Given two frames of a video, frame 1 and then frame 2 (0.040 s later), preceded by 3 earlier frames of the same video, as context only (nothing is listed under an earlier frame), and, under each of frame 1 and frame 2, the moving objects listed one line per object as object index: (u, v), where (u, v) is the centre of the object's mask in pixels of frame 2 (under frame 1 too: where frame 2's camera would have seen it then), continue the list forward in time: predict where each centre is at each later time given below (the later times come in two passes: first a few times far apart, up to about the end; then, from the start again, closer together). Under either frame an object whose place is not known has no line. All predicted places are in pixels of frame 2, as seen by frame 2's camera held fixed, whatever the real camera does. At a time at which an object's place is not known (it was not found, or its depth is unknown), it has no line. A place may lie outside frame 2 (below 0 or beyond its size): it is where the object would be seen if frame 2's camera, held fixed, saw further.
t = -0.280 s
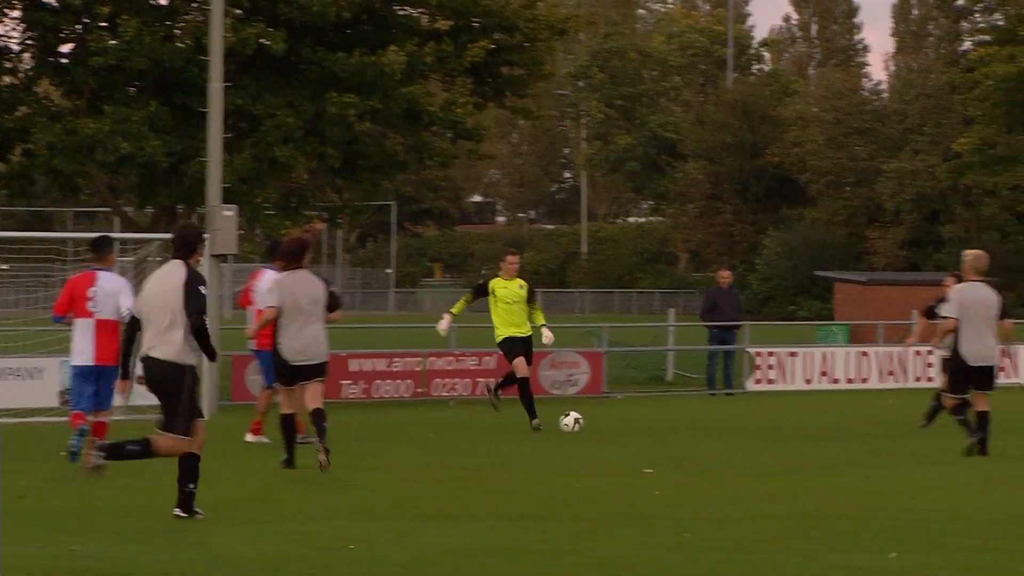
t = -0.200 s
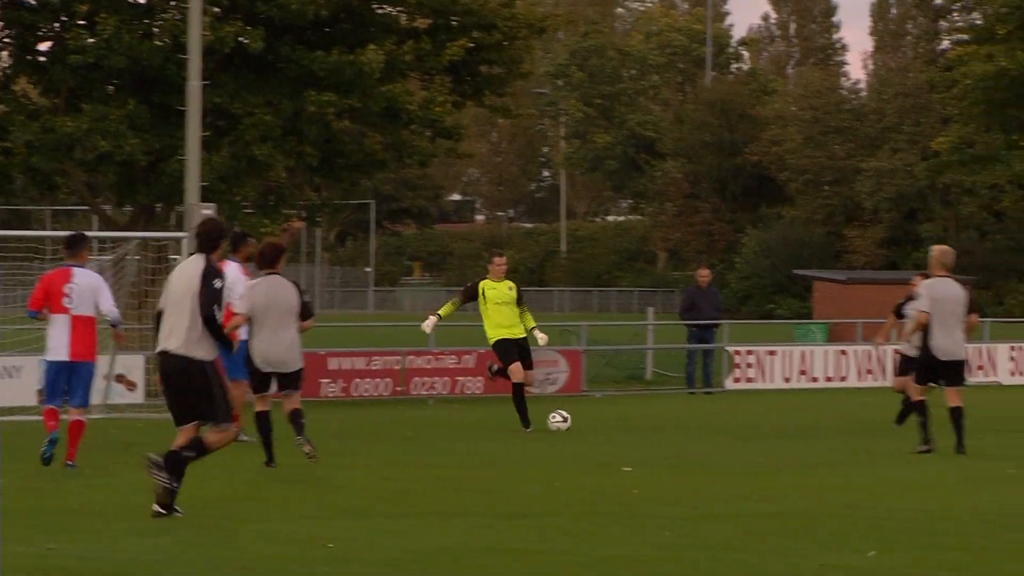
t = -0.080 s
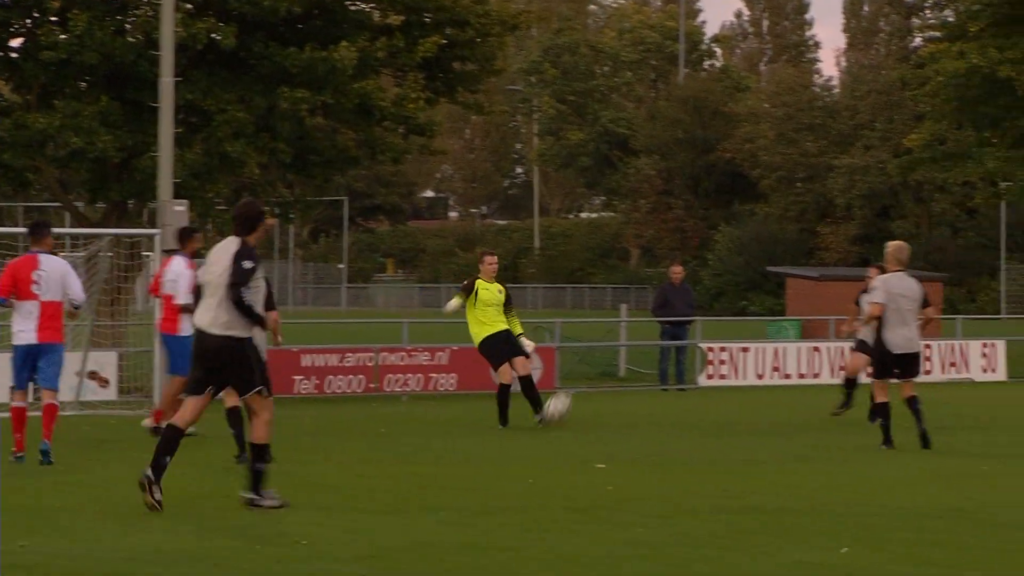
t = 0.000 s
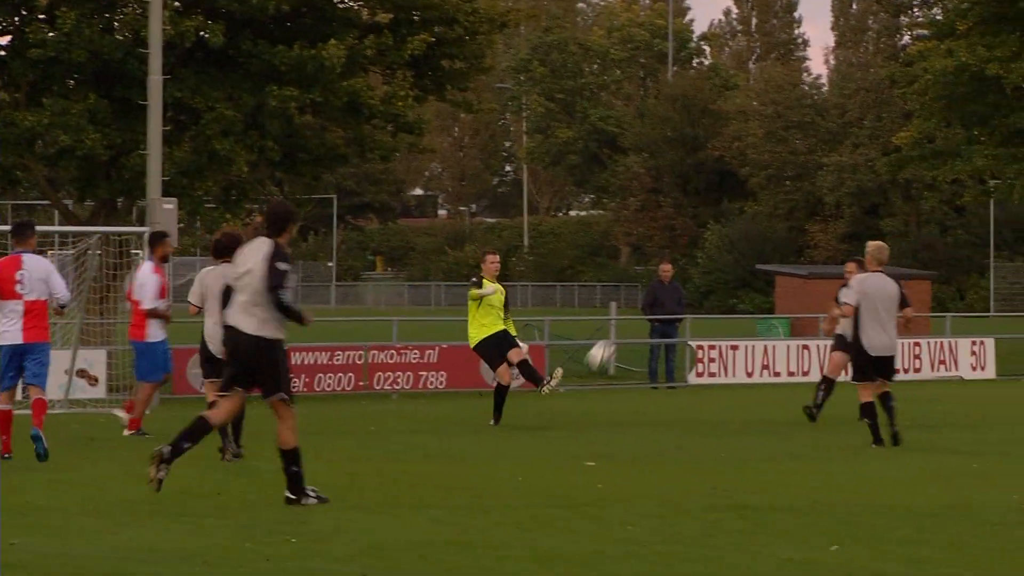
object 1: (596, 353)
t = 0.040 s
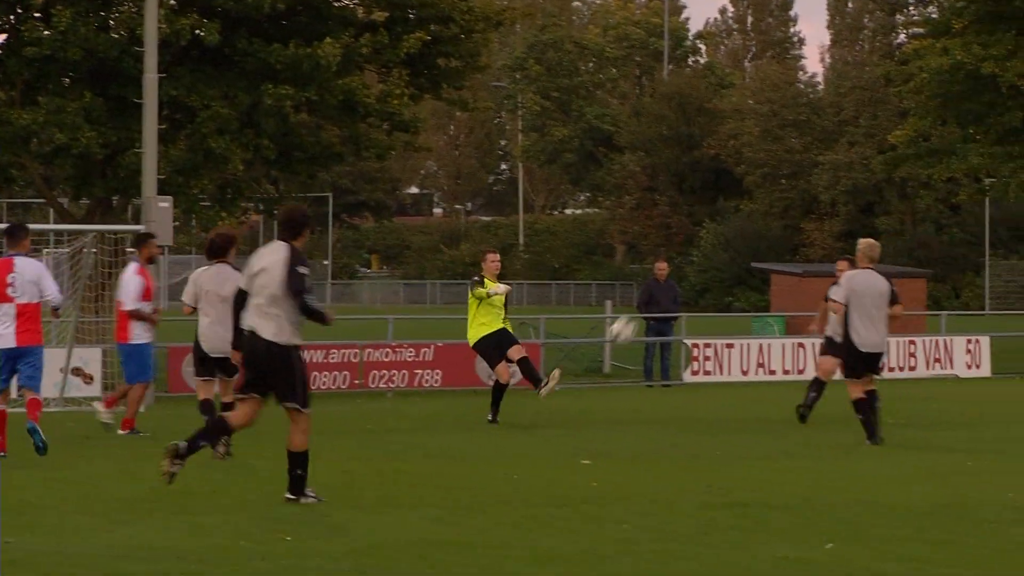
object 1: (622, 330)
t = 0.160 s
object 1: (703, 268)
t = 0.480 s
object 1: (920, 145)
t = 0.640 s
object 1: (1019, 113)
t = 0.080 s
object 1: (650, 309)
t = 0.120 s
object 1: (677, 288)
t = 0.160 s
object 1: (703, 268)
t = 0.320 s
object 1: (812, 198)
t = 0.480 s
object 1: (920, 145)
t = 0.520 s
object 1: (945, 133)
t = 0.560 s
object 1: (971, 125)
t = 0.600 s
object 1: (996, 118)
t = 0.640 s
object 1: (1019, 113)
